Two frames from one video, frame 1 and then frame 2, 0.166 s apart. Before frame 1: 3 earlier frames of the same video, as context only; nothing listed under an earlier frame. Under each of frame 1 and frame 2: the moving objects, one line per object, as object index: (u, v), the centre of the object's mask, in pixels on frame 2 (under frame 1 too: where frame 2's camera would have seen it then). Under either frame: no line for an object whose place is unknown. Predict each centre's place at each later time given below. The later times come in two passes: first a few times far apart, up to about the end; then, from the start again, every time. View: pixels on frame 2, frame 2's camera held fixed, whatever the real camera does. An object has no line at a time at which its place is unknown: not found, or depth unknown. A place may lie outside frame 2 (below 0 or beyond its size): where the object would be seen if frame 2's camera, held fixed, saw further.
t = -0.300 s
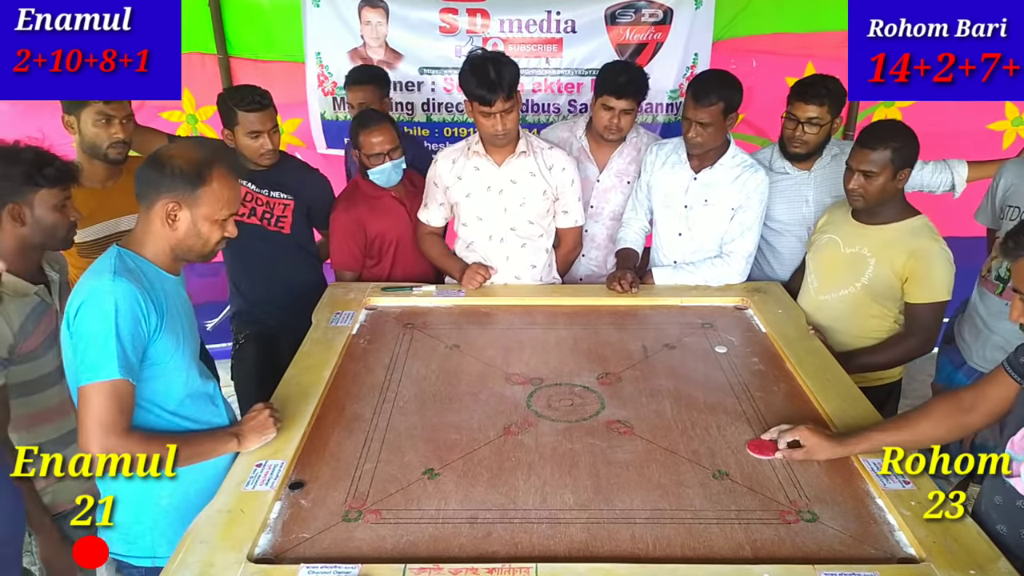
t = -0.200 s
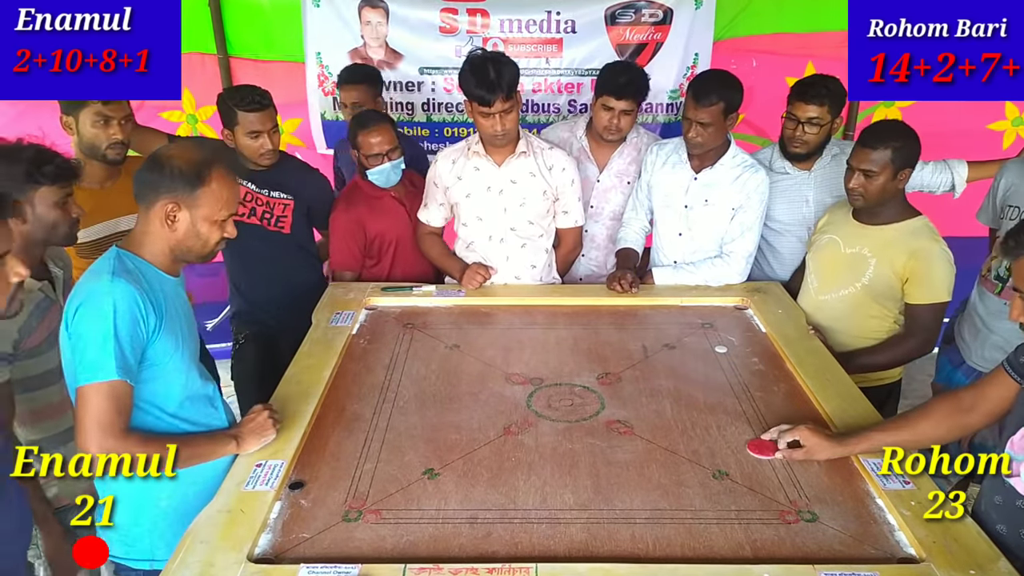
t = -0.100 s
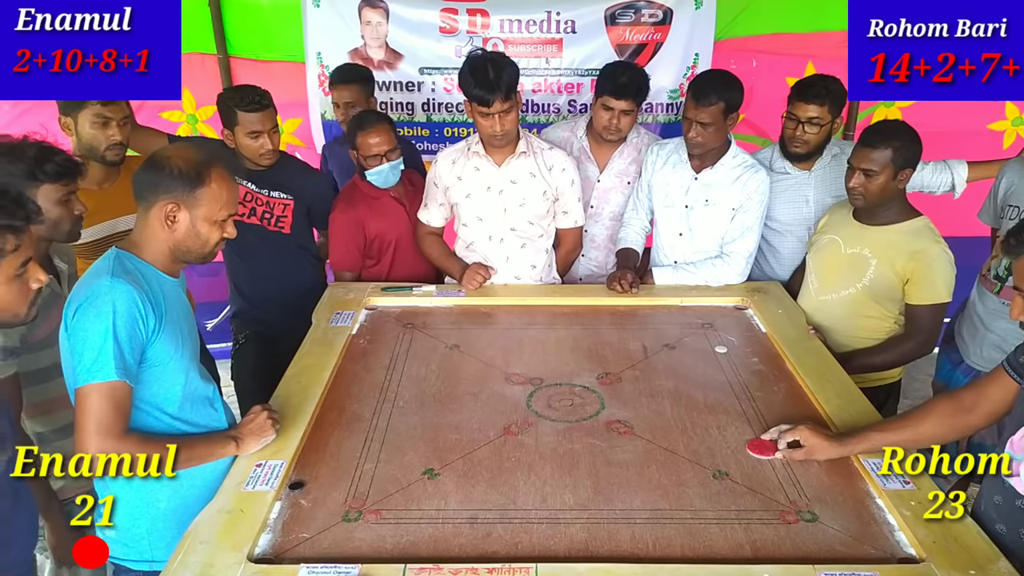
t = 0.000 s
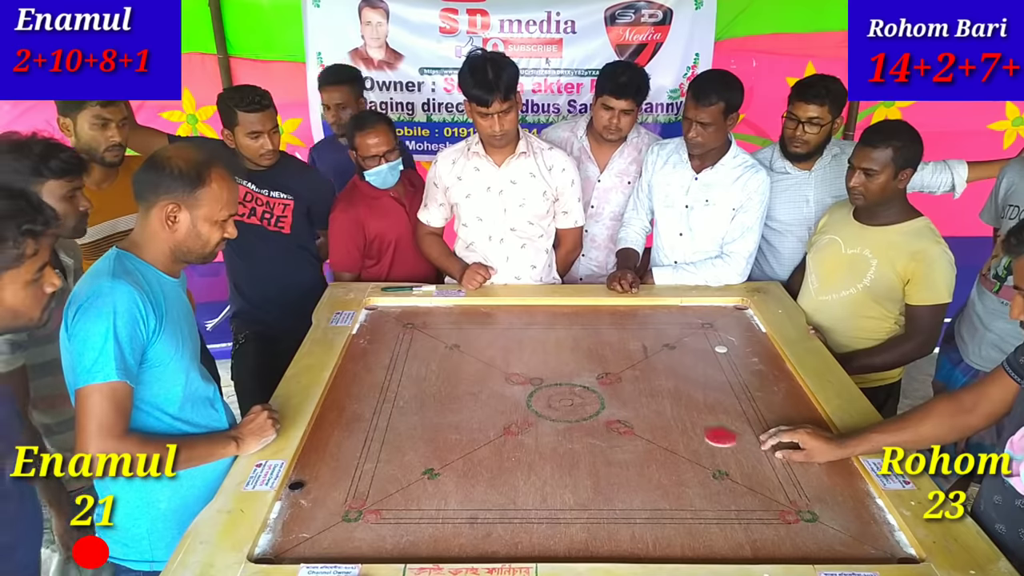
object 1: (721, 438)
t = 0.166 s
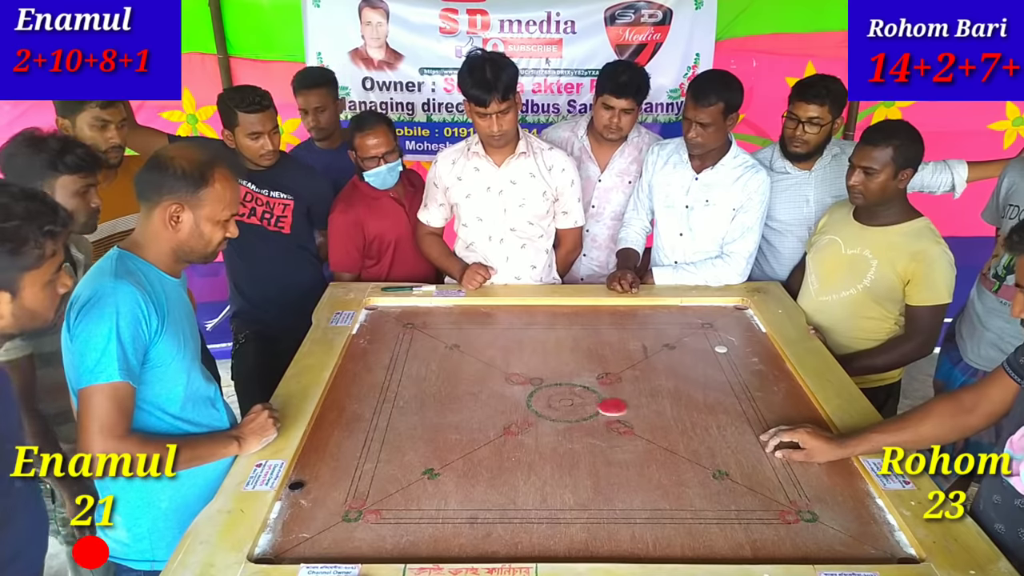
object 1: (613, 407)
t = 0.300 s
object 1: (545, 388)
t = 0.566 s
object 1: (472, 369)
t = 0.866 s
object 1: (430, 357)
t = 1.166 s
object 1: (422, 354)
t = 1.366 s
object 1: (422, 355)
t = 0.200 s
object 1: (593, 402)
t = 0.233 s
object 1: (576, 397)
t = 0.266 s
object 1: (560, 392)
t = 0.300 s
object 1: (545, 388)
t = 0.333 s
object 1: (534, 385)
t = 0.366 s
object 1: (522, 382)
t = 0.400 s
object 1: (513, 380)
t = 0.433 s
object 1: (503, 378)
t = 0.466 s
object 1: (494, 375)
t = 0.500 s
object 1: (487, 373)
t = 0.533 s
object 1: (479, 371)
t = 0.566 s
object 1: (472, 369)
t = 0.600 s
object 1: (465, 367)
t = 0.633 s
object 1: (459, 366)
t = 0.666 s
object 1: (453, 364)
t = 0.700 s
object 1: (448, 362)
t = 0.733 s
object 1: (444, 361)
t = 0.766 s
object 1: (440, 360)
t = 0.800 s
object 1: (437, 359)
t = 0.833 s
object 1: (434, 358)
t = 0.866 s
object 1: (430, 357)
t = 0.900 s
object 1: (428, 356)
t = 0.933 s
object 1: (426, 356)
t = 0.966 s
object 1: (424, 355)
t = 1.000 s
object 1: (423, 355)
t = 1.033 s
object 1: (422, 355)
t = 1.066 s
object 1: (422, 354)
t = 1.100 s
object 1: (422, 354)
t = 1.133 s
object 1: (422, 354)
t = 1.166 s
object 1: (422, 354)
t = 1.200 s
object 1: (422, 354)
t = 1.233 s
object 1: (422, 355)
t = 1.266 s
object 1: (422, 355)
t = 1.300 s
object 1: (422, 355)
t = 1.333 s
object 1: (422, 354)
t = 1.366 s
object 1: (422, 355)
